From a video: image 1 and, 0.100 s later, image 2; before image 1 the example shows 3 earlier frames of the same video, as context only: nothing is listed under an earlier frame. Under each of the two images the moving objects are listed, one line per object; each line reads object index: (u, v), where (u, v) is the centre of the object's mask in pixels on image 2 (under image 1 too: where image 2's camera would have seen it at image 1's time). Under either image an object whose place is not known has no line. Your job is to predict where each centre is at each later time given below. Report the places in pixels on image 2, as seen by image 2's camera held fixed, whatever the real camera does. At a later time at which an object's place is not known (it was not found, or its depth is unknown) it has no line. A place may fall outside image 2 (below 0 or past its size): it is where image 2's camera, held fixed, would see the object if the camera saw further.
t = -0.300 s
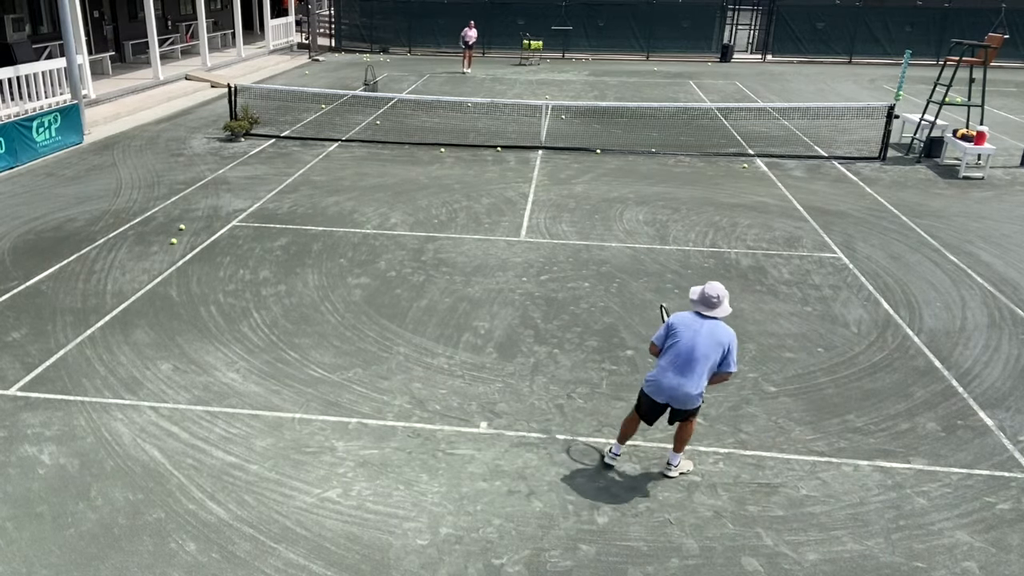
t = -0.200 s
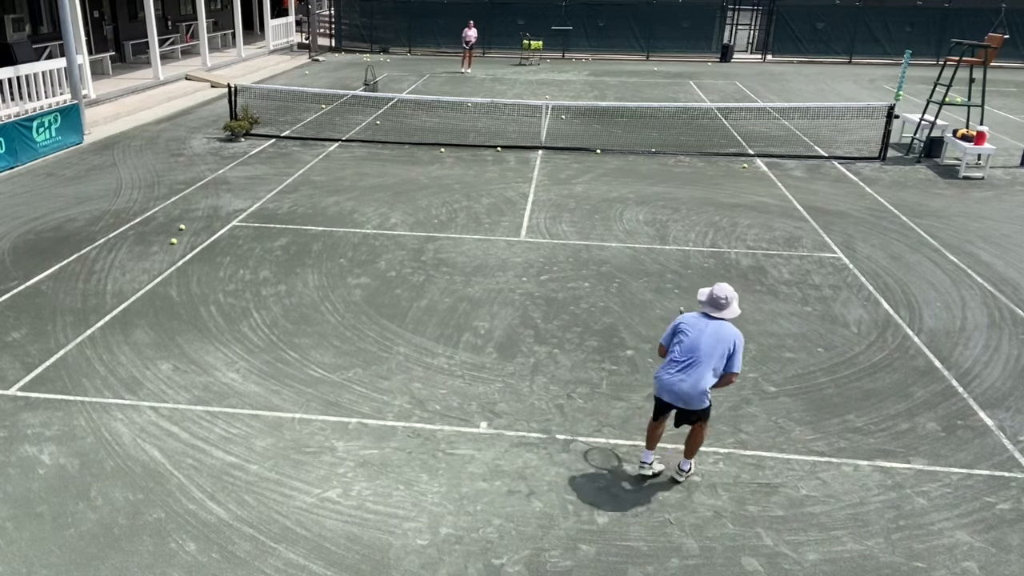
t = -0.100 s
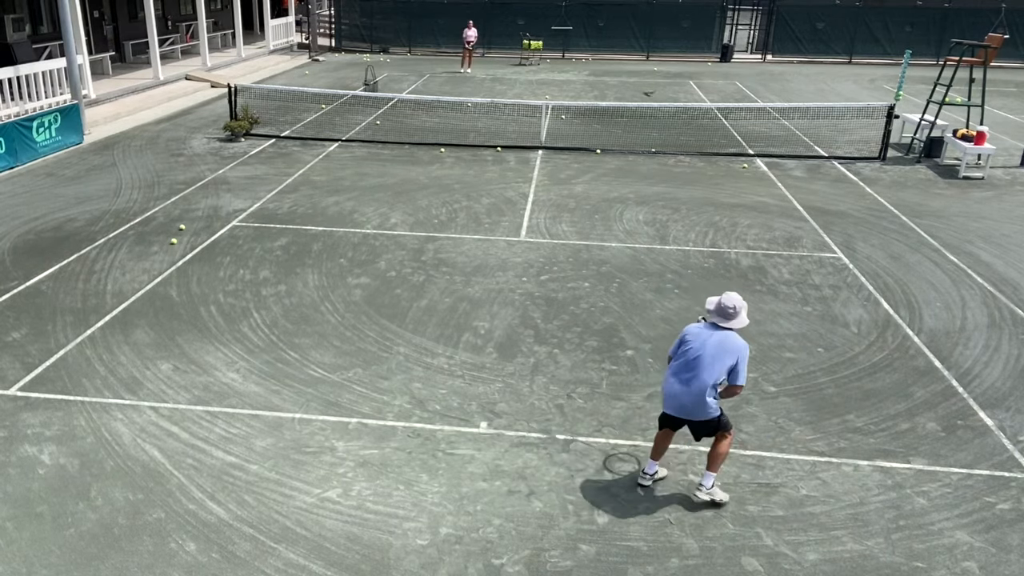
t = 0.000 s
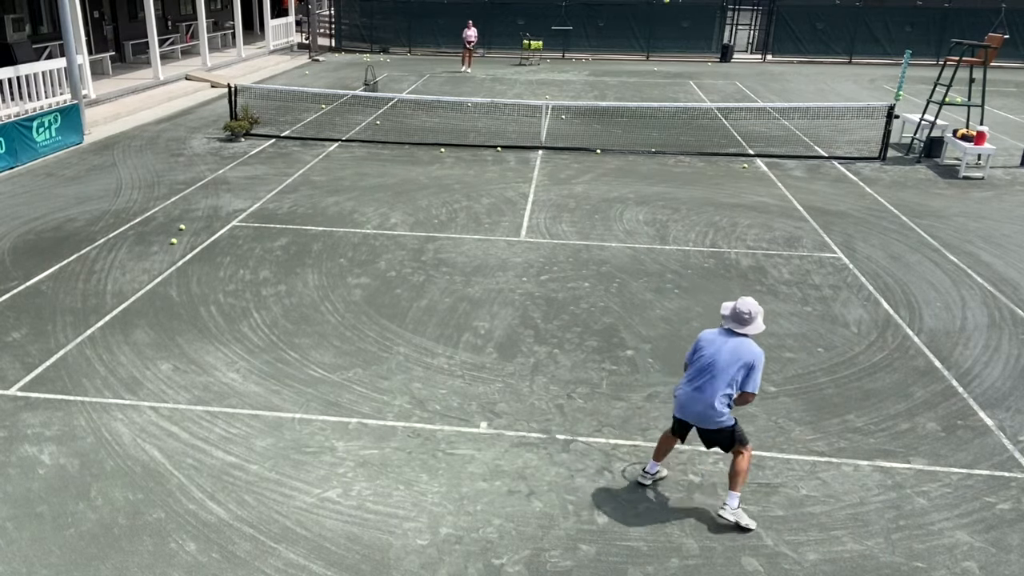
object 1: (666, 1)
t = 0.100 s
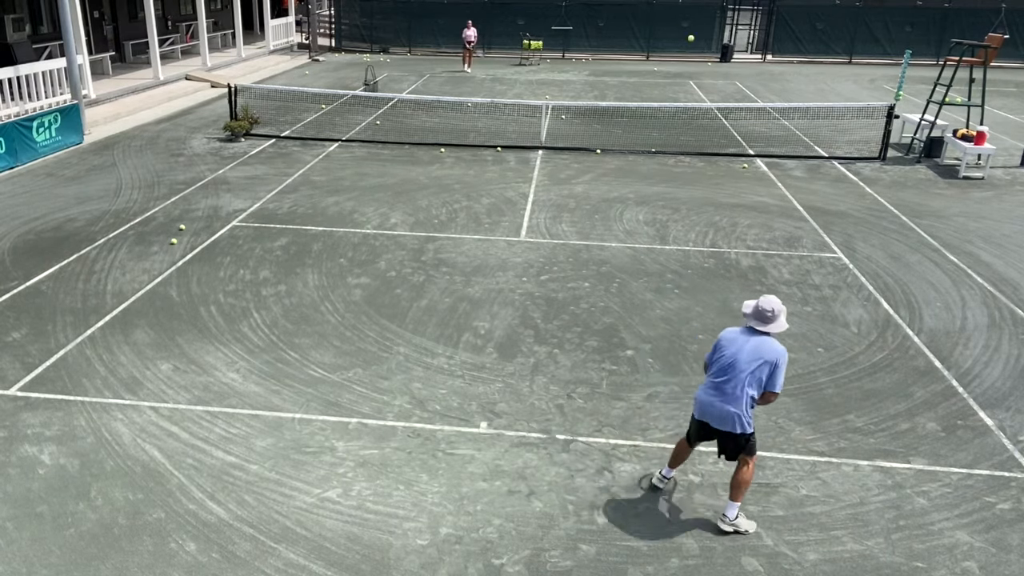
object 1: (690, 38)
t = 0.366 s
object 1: (772, 213)
